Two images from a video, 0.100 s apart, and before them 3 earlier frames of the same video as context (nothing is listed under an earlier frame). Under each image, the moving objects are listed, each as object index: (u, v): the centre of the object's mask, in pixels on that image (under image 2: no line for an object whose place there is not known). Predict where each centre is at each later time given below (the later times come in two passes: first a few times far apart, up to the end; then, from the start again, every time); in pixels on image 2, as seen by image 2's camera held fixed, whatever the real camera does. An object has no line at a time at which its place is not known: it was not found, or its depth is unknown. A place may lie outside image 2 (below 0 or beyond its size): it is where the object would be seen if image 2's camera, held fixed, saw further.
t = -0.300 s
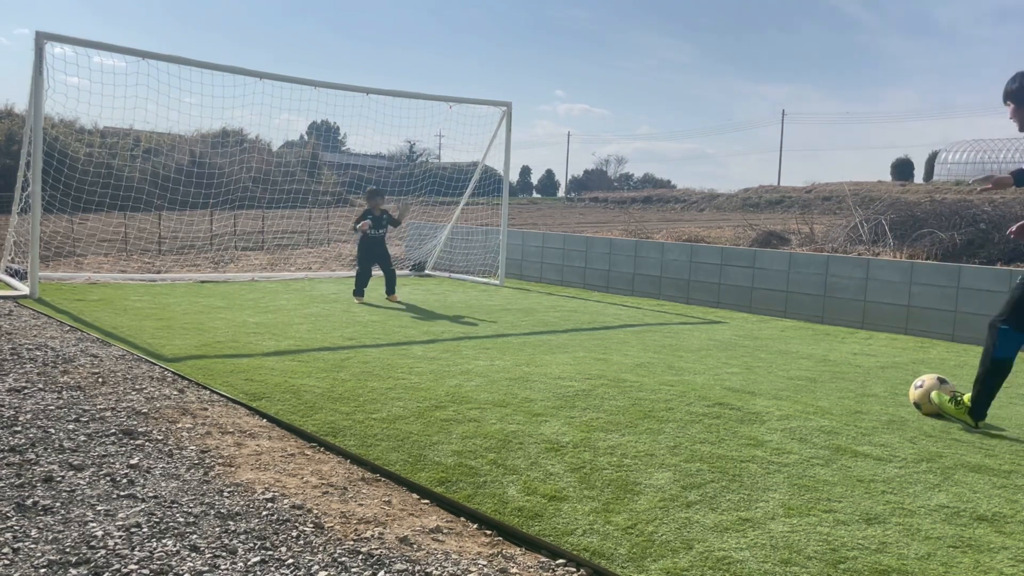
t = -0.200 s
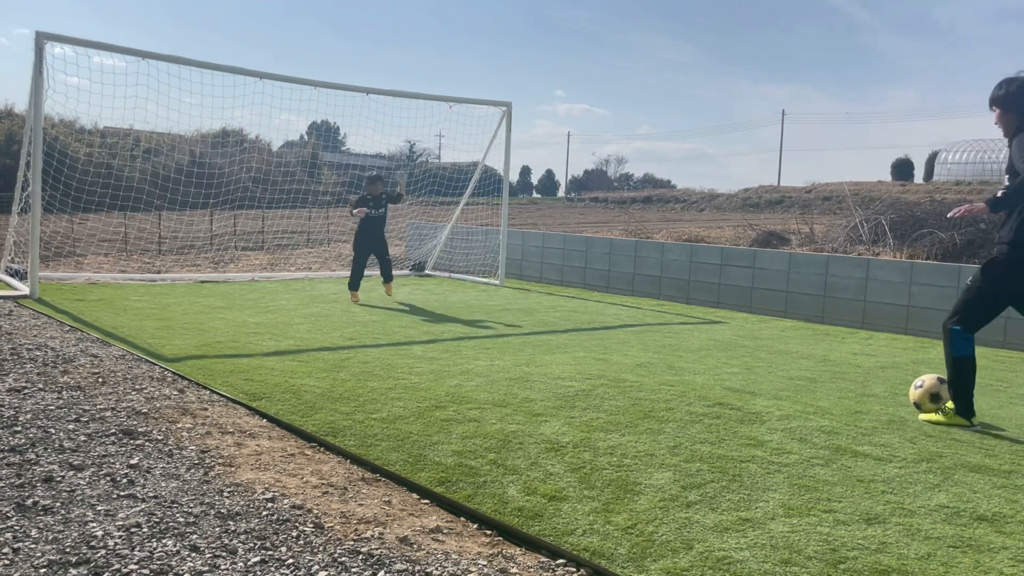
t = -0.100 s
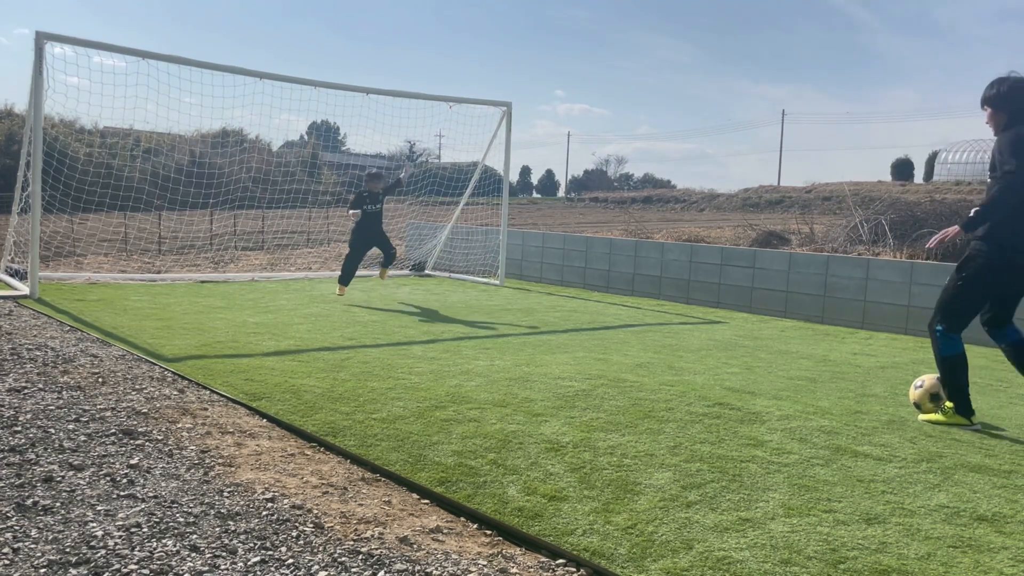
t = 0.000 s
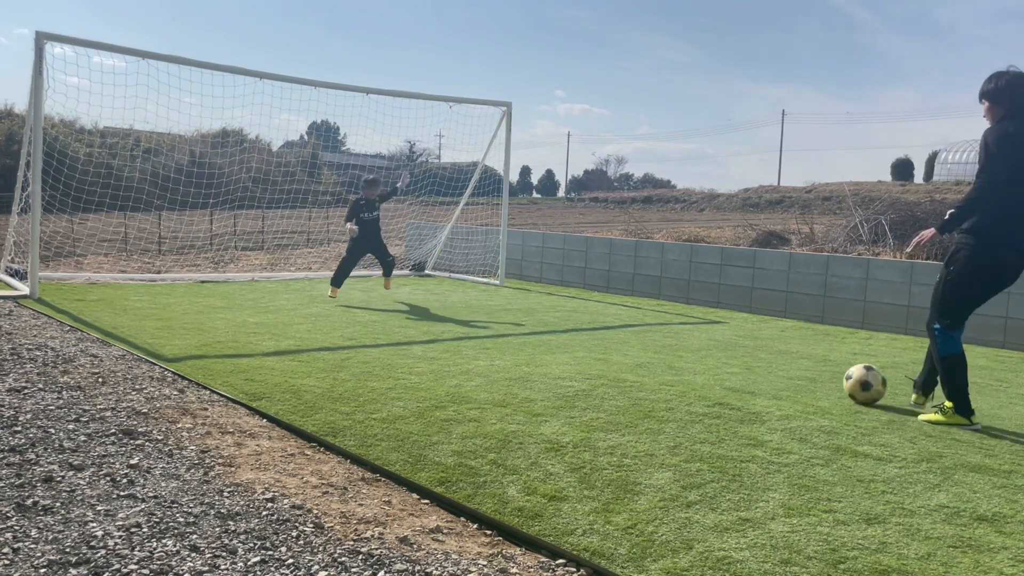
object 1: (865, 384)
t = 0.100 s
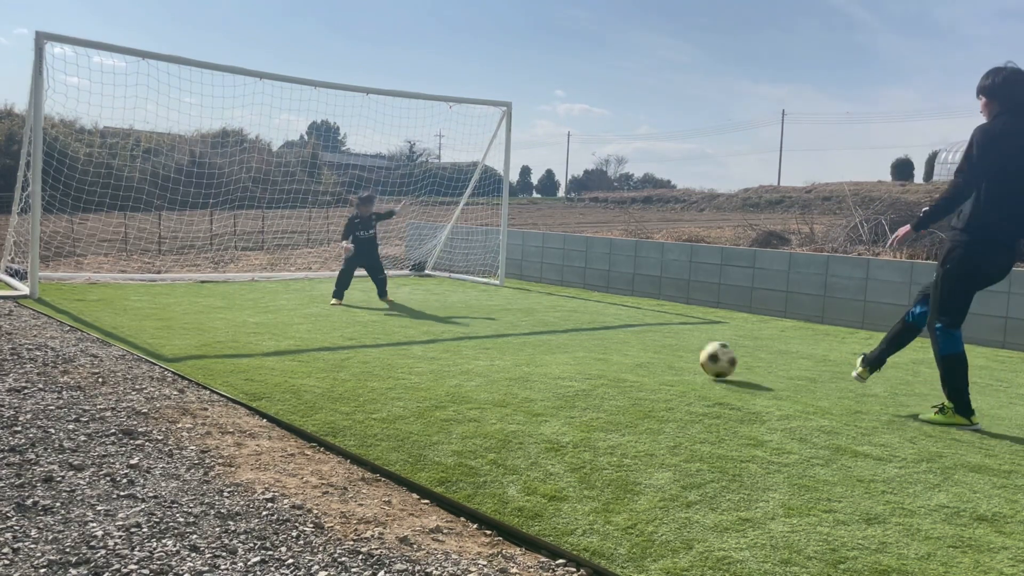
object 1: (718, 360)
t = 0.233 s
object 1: (571, 344)
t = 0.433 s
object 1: (421, 318)
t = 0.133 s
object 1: (678, 353)
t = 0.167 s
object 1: (640, 348)
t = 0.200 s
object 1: (604, 345)
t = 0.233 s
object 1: (571, 344)
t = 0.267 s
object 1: (541, 339)
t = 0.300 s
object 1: (513, 336)
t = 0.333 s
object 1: (487, 331)
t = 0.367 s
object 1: (464, 325)
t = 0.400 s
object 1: (442, 320)
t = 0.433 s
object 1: (421, 318)
